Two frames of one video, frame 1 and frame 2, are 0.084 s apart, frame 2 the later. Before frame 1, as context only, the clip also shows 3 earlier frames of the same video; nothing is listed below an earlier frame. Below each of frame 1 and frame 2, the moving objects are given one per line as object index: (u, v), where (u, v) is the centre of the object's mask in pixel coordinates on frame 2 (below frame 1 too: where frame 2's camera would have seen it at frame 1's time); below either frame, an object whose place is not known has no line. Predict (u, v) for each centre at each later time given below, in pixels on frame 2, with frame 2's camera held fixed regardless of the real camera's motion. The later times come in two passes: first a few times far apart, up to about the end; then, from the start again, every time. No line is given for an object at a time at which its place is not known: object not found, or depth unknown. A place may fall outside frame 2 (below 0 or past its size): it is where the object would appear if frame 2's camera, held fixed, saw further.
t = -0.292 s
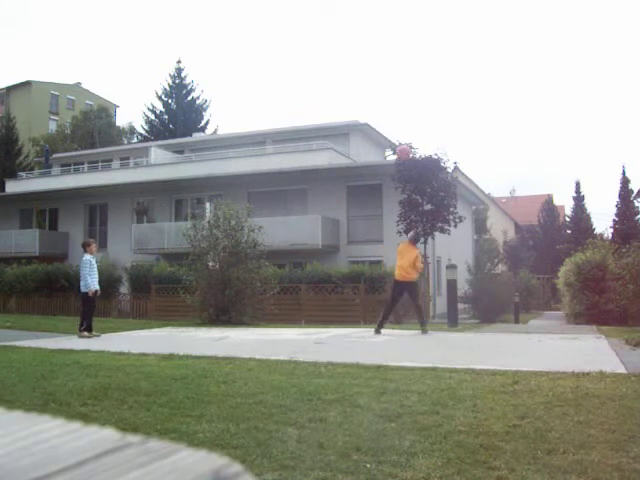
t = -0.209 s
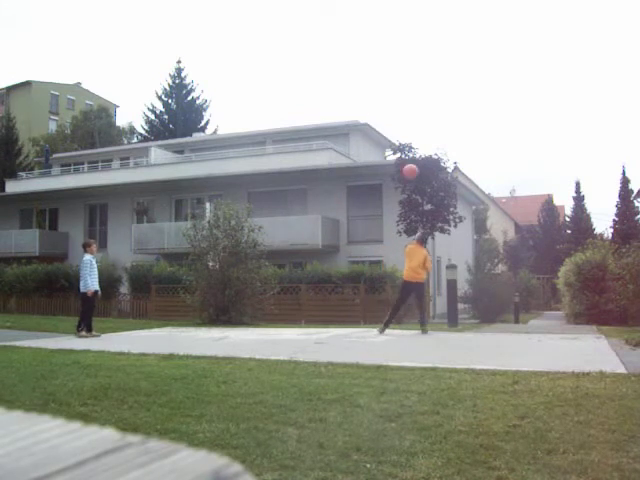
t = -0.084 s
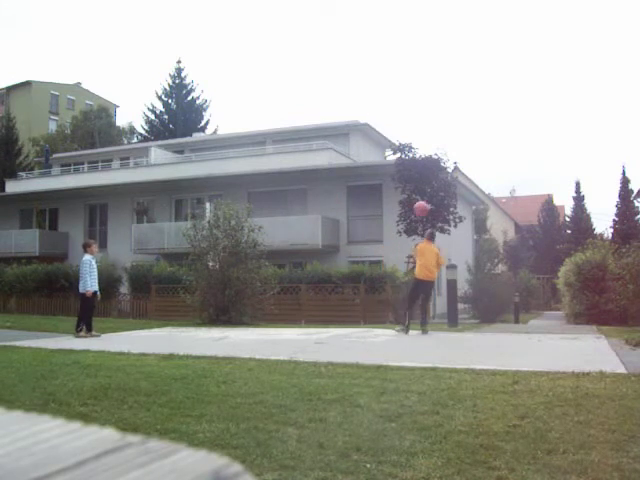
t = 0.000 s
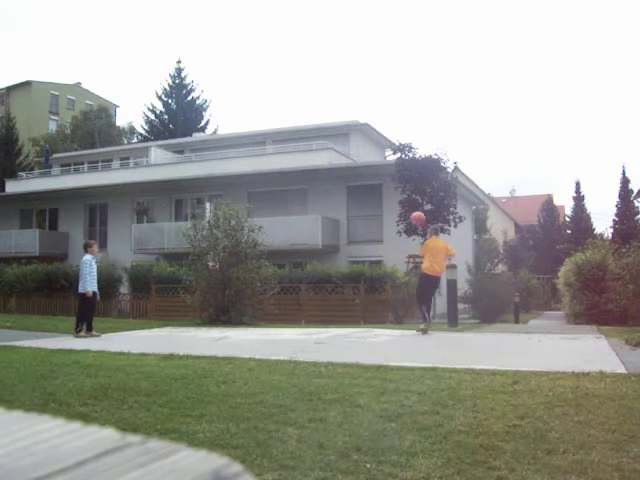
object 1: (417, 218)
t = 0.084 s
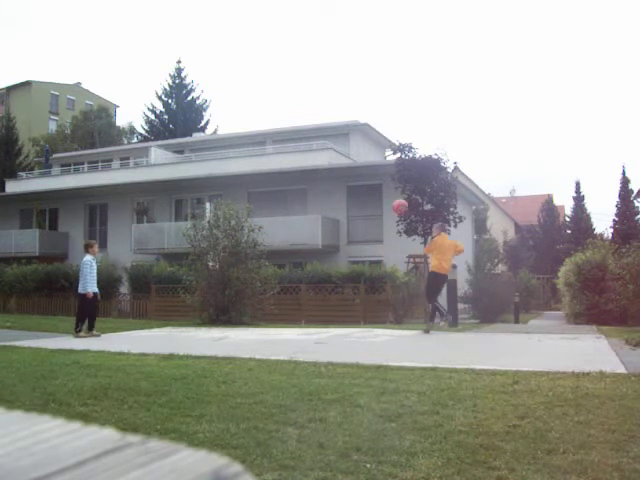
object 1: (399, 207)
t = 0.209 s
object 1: (373, 196)
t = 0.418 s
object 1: (332, 204)
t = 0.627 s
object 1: (290, 241)
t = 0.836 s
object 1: (252, 304)
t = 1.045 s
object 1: (219, 288)
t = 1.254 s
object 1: (189, 257)
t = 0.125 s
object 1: (391, 202)
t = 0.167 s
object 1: (382, 199)
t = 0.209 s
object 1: (373, 196)
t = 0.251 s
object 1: (365, 196)
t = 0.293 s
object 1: (356, 196)
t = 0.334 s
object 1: (348, 198)
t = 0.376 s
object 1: (340, 201)
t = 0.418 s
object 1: (332, 204)
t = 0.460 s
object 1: (323, 209)
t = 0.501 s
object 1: (315, 216)
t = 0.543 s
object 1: (307, 223)
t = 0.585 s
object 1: (299, 231)
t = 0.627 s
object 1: (290, 241)
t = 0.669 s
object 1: (283, 251)
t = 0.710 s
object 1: (275, 263)
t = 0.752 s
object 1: (267, 276)
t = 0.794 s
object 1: (259, 289)
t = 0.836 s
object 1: (252, 304)
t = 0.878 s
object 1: (245, 319)
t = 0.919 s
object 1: (239, 320)
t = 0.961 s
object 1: (232, 308)
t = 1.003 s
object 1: (225, 297)
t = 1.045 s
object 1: (219, 288)
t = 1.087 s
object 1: (214, 279)
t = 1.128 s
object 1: (207, 272)
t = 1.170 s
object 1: (201, 266)
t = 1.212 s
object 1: (195, 261)
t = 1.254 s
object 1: (189, 257)
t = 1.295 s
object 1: (184, 255)
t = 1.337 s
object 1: (177, 254)
